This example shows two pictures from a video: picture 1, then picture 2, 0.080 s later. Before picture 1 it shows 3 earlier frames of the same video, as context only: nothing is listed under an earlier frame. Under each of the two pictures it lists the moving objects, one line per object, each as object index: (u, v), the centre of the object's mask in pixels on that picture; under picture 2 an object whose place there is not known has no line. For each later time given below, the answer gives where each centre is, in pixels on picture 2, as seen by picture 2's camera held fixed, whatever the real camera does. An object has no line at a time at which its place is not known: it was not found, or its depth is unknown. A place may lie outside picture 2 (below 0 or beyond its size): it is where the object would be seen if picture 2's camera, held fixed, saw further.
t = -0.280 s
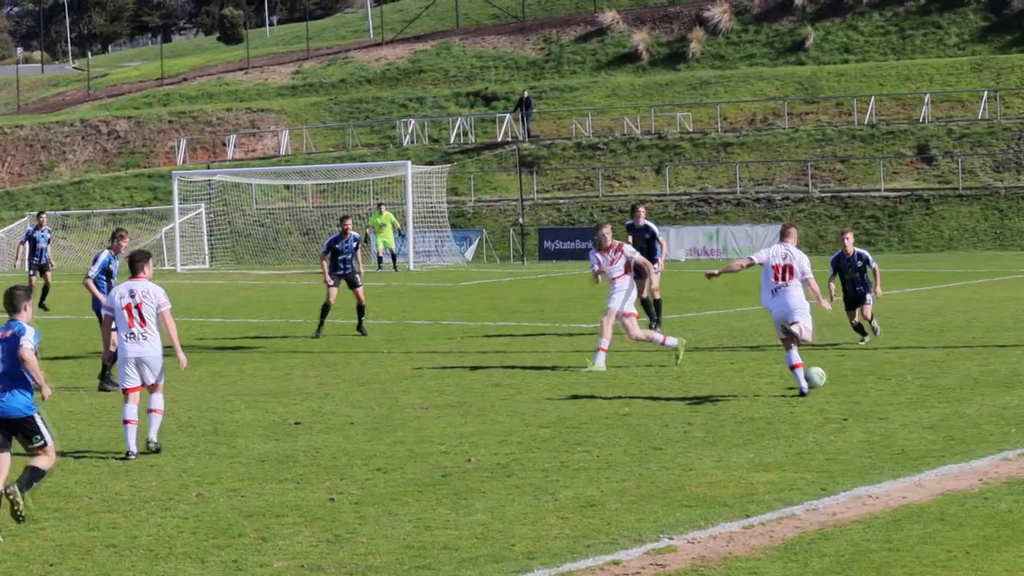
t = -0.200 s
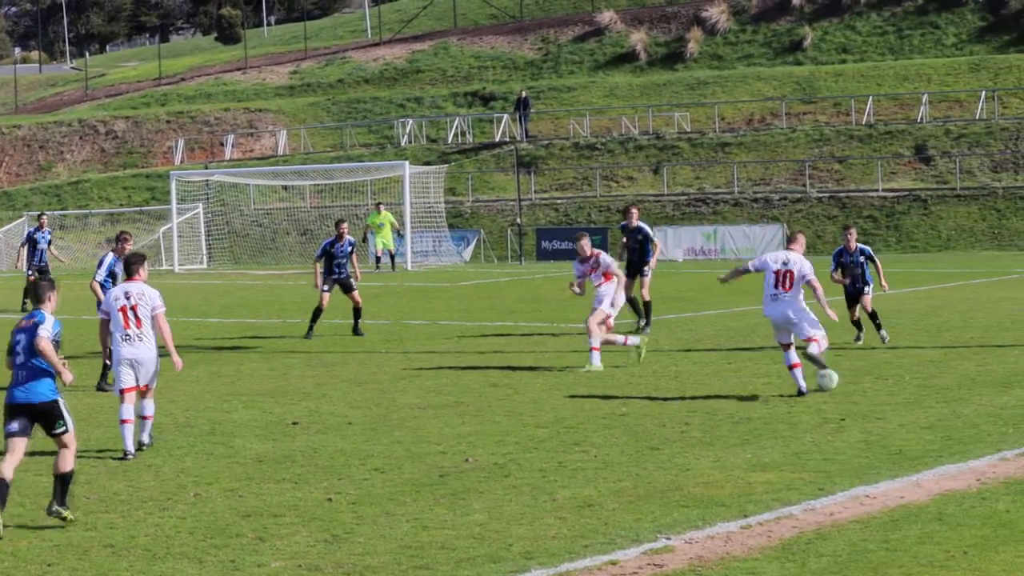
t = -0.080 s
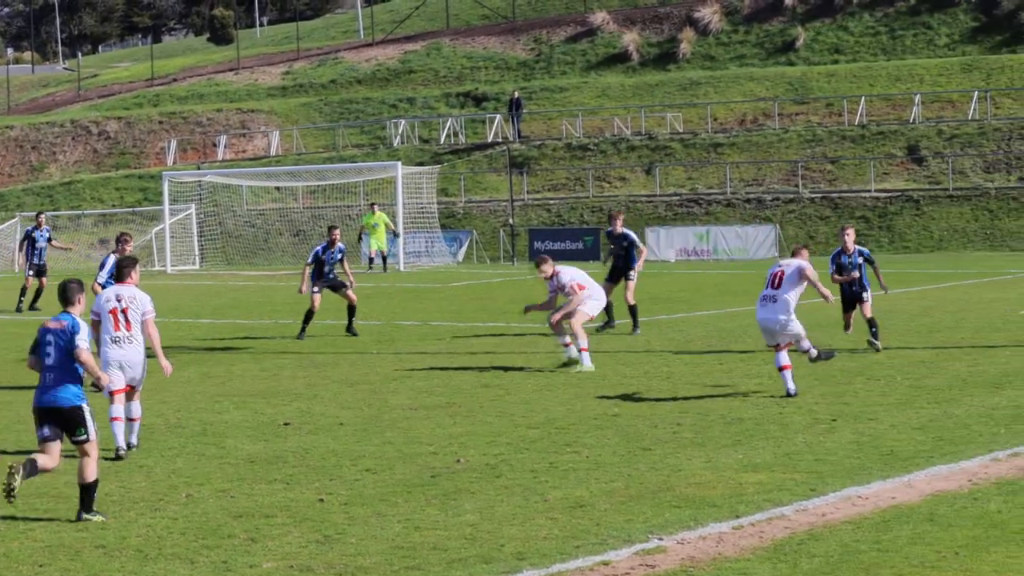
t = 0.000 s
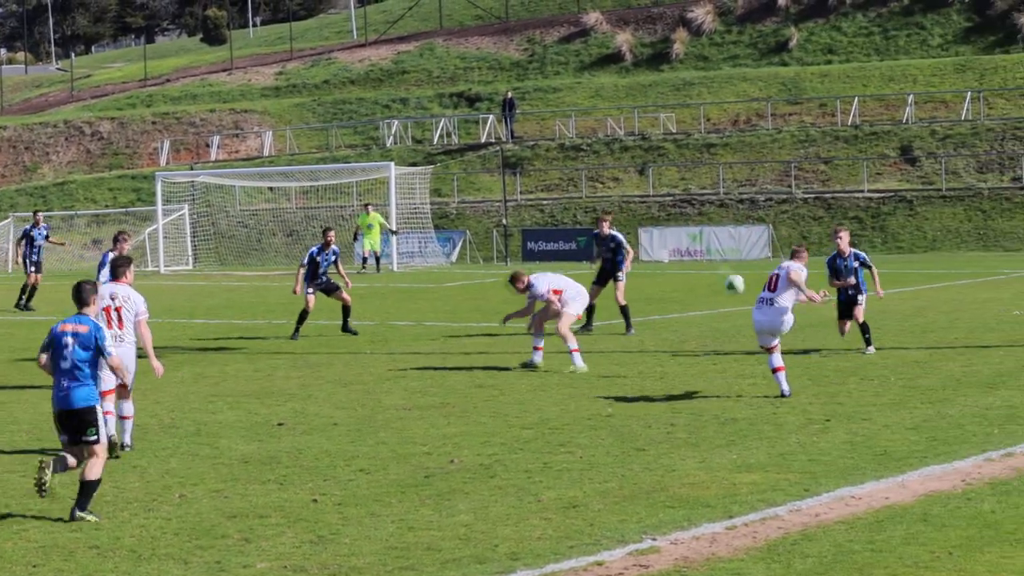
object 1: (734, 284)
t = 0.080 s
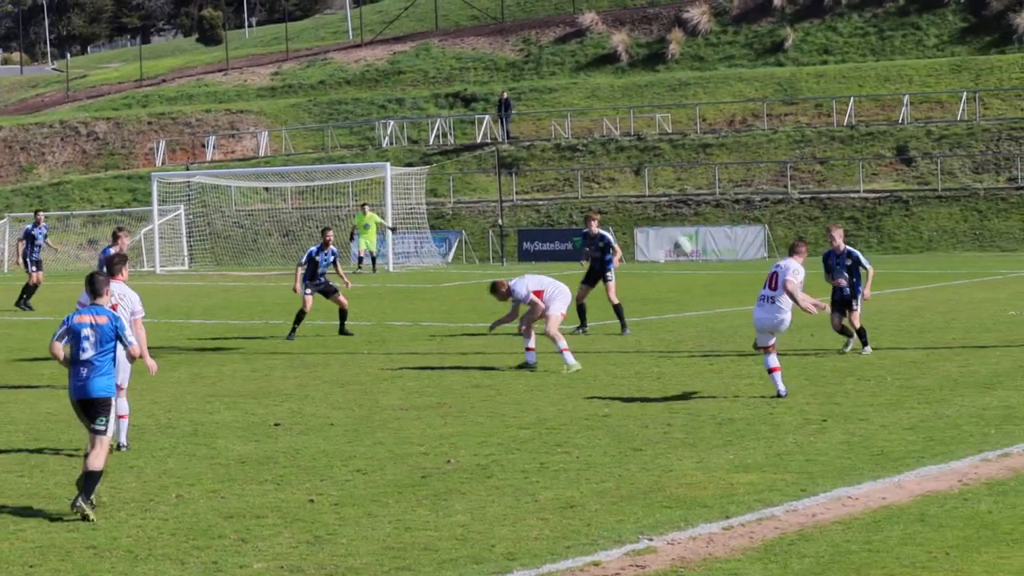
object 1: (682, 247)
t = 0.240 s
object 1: (602, 191)
